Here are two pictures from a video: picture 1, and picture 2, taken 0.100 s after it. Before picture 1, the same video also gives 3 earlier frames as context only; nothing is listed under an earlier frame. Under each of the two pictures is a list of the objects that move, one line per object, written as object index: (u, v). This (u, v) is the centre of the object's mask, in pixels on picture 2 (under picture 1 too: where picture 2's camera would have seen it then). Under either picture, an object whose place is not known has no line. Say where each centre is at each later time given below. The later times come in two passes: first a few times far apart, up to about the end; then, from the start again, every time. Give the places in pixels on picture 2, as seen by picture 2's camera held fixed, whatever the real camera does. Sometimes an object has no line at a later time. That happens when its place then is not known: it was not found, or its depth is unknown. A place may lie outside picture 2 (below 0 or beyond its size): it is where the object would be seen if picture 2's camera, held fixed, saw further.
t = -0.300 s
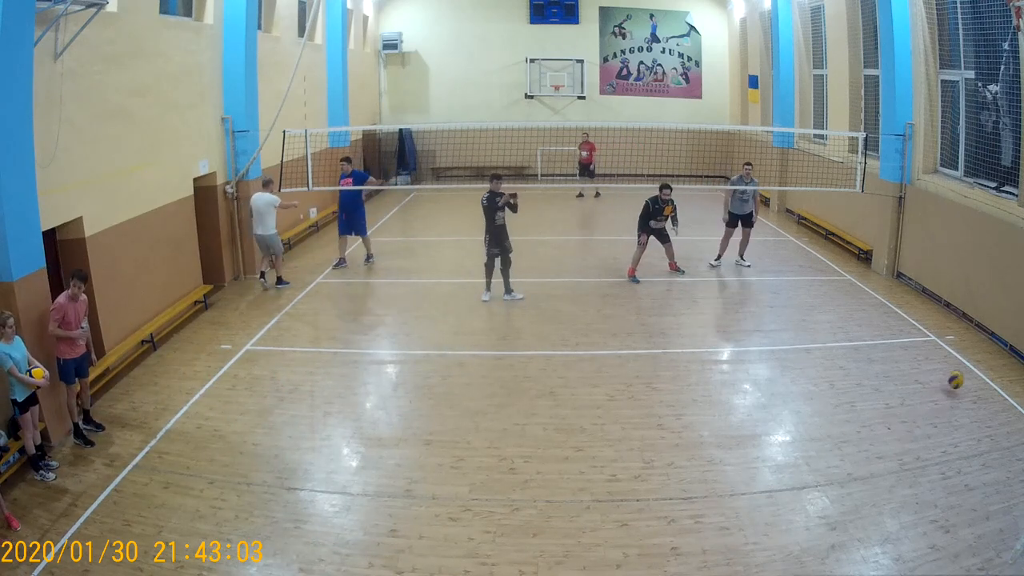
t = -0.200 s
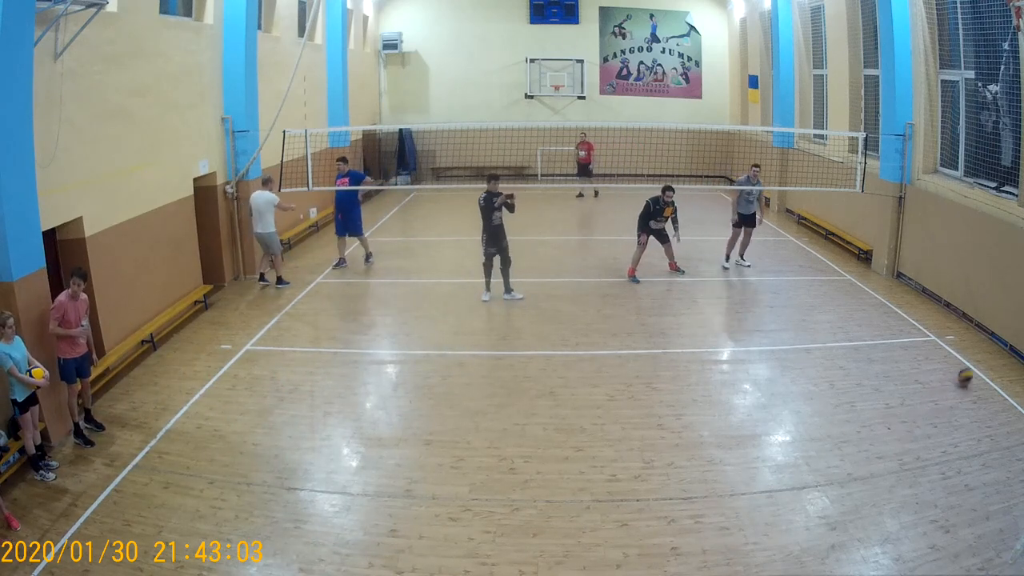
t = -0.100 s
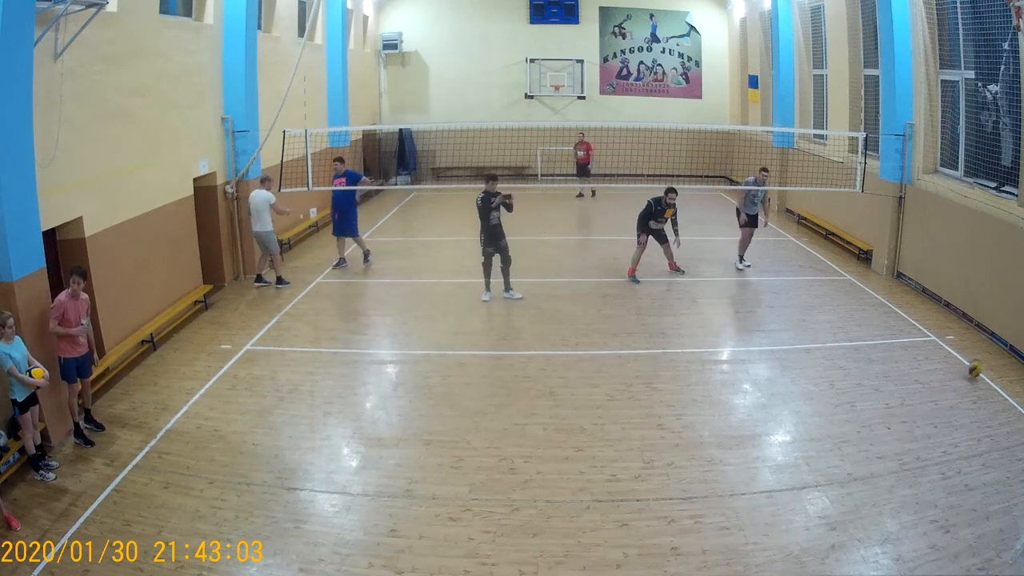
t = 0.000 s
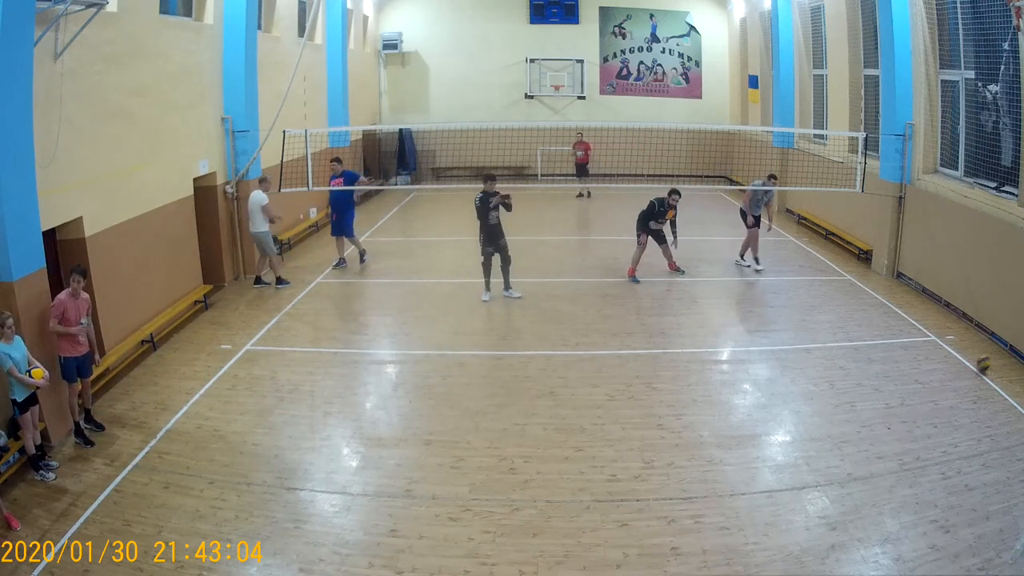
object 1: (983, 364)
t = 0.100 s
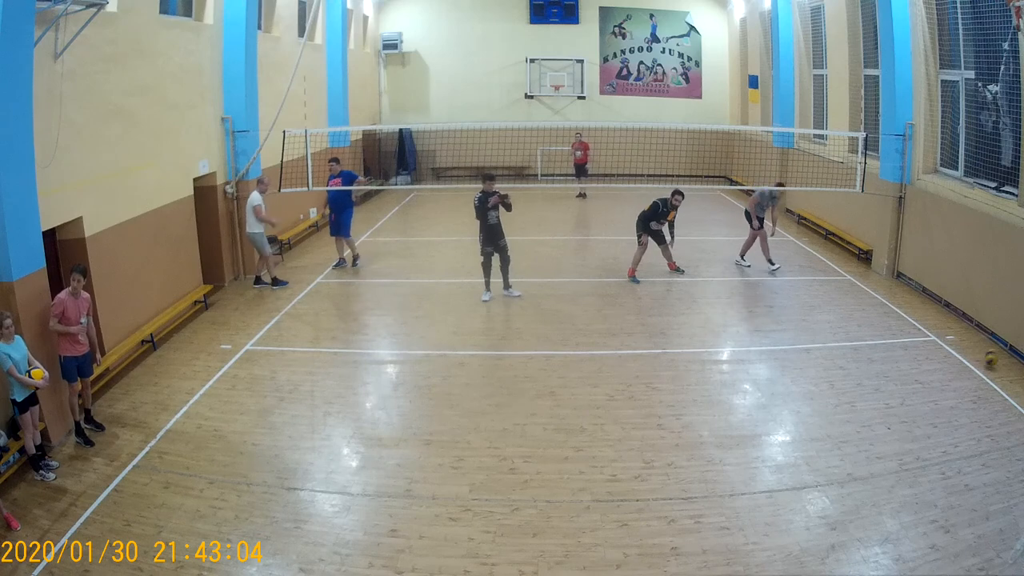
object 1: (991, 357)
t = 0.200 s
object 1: (998, 353)
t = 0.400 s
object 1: (1003, 344)
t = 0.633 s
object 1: (977, 344)
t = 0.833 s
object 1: (962, 340)
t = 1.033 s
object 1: (949, 339)
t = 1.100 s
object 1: (943, 339)
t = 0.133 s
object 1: (993, 357)
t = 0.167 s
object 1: (996, 356)
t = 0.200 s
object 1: (998, 353)
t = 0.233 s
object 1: (1001, 351)
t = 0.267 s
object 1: (1003, 350)
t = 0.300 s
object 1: (1005, 350)
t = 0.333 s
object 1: (1007, 348)
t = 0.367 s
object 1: (1005, 346)
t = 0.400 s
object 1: (1003, 344)
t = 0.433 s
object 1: (998, 344)
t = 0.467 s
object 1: (993, 346)
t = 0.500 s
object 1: (989, 346)
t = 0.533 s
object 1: (986, 345)
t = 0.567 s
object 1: (983, 343)
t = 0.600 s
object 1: (980, 343)
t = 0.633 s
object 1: (977, 344)
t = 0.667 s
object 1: (974, 343)
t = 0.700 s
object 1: (972, 342)
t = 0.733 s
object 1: (970, 342)
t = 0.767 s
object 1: (966, 342)
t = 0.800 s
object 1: (964, 342)
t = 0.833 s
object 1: (962, 340)
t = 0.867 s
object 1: (959, 341)
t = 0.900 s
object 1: (957, 340)
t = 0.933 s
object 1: (955, 339)
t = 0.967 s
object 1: (952, 340)
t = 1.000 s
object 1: (951, 340)
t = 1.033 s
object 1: (949, 339)
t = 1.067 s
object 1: (945, 339)
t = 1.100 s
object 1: (943, 339)
